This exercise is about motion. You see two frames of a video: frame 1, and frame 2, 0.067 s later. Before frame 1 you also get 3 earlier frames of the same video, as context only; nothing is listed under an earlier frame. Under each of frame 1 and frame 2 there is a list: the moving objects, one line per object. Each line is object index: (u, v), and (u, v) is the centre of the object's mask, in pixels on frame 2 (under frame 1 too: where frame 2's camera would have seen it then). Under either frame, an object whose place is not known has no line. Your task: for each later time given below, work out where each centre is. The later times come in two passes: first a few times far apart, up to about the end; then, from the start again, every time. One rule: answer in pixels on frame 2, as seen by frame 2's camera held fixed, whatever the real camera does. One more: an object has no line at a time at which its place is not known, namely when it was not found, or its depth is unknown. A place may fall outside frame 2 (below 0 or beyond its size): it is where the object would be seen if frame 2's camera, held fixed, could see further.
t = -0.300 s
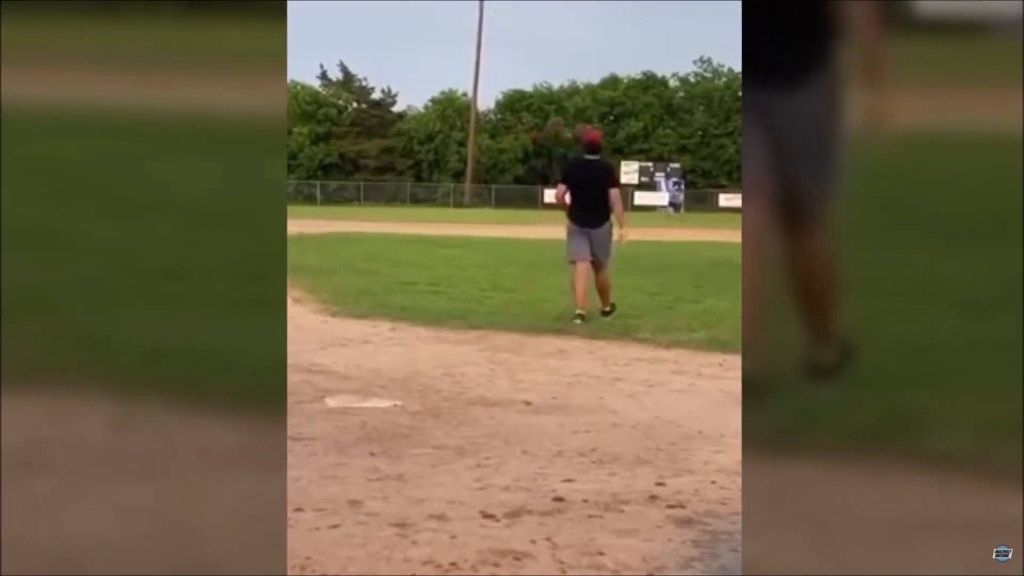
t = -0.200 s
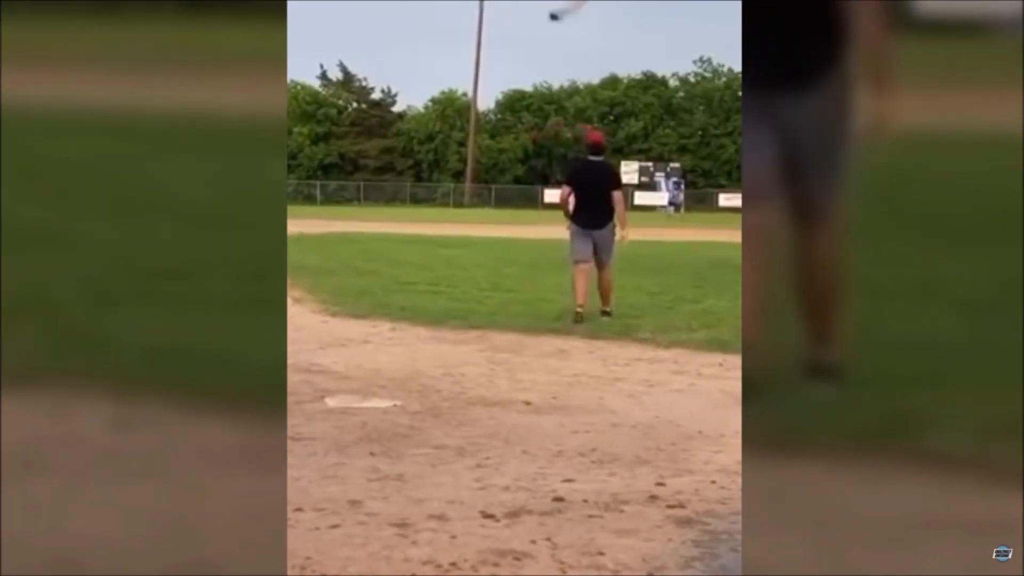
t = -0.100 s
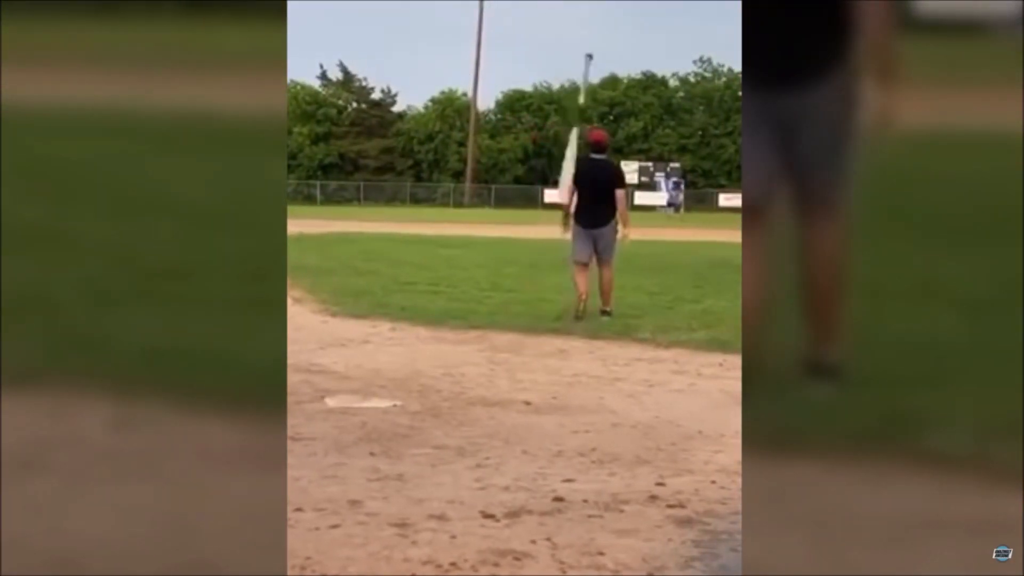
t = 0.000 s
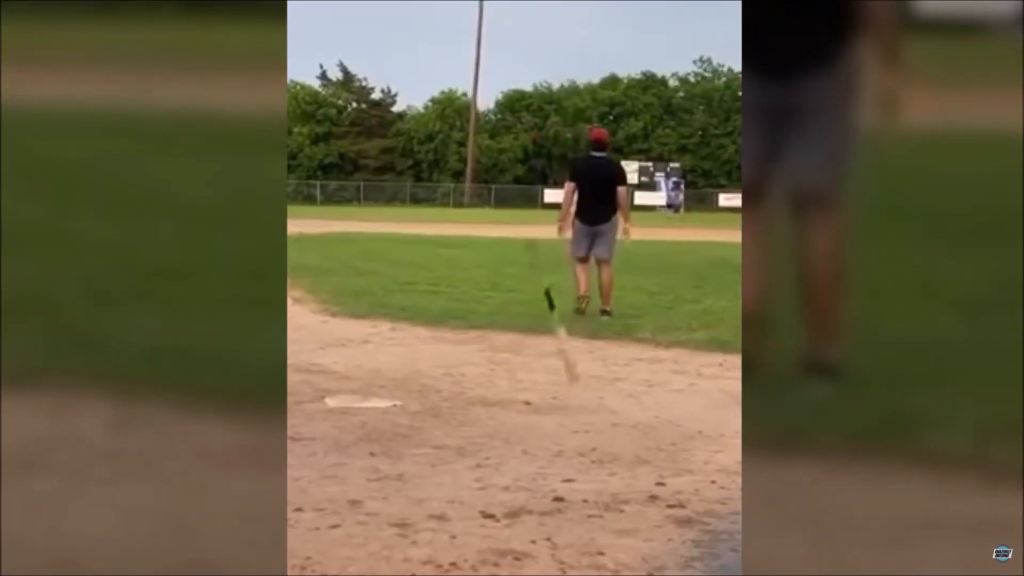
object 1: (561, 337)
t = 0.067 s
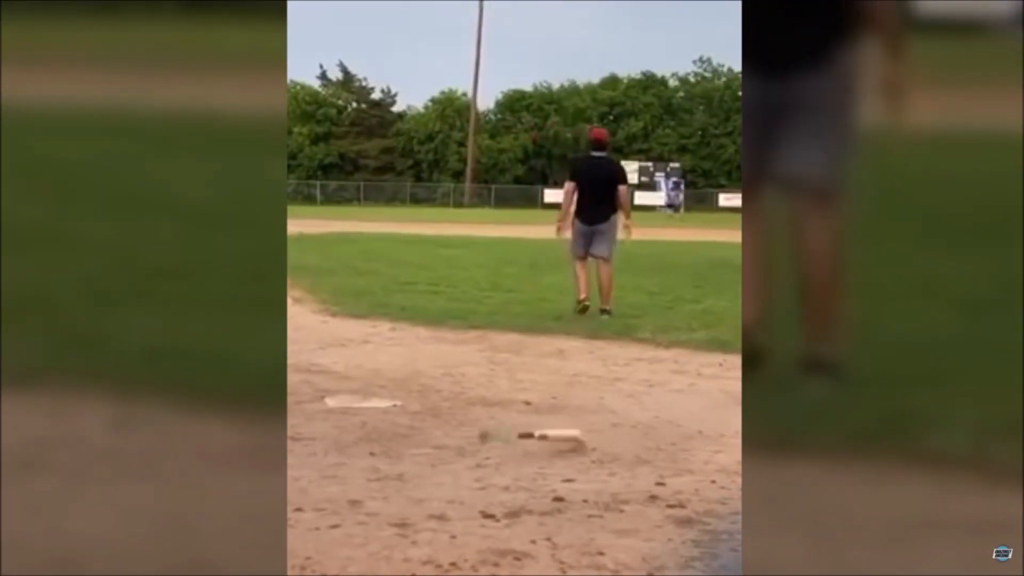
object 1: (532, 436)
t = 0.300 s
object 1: (527, 366)
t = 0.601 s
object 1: (518, 397)
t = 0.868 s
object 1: (518, 398)
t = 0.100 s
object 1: (532, 443)
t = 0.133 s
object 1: (531, 425)
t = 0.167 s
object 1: (530, 408)
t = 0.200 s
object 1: (528, 393)
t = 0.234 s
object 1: (527, 381)
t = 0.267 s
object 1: (528, 373)
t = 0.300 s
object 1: (527, 366)
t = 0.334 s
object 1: (525, 359)
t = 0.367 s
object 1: (525, 354)
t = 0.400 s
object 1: (525, 356)
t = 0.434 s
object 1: (526, 360)
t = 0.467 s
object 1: (522, 359)
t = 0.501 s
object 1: (521, 362)
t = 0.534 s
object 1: (520, 375)
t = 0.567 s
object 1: (519, 388)
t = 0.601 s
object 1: (518, 397)
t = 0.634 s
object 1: (517, 396)
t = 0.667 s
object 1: (517, 397)
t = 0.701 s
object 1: (517, 398)
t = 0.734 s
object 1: (517, 398)
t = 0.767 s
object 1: (517, 399)
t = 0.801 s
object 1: (518, 398)
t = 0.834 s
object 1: (518, 398)
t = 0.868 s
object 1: (518, 398)
